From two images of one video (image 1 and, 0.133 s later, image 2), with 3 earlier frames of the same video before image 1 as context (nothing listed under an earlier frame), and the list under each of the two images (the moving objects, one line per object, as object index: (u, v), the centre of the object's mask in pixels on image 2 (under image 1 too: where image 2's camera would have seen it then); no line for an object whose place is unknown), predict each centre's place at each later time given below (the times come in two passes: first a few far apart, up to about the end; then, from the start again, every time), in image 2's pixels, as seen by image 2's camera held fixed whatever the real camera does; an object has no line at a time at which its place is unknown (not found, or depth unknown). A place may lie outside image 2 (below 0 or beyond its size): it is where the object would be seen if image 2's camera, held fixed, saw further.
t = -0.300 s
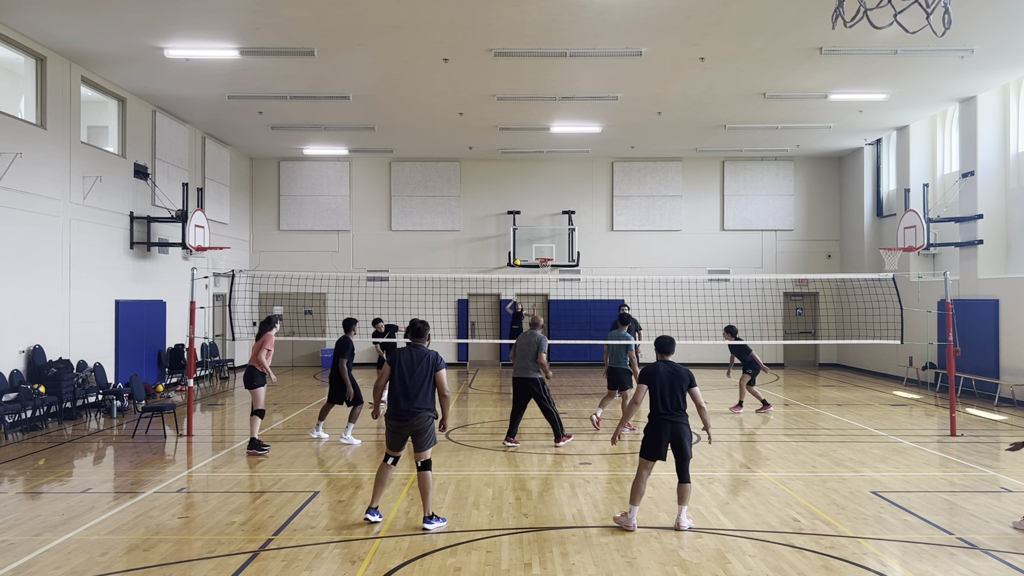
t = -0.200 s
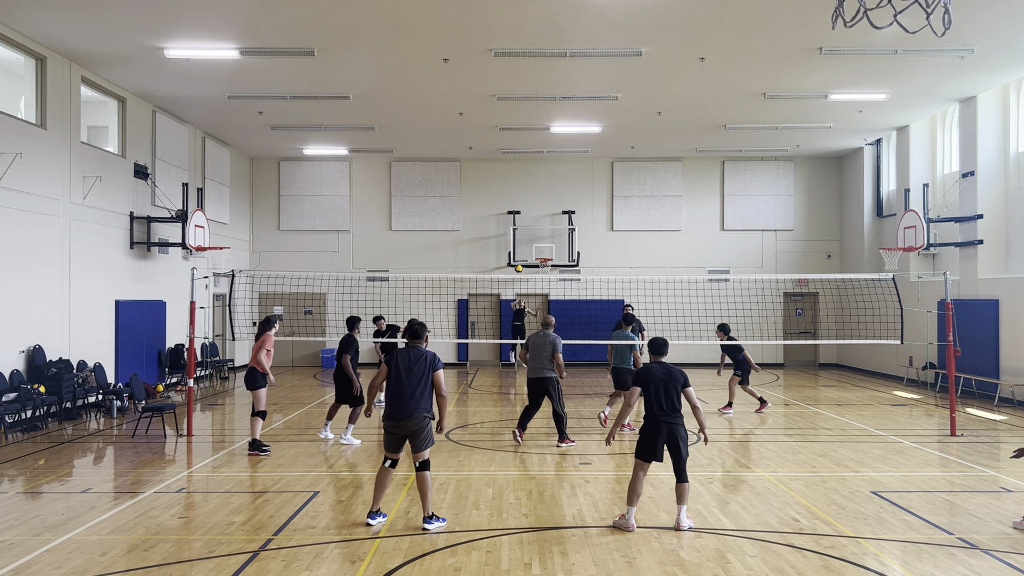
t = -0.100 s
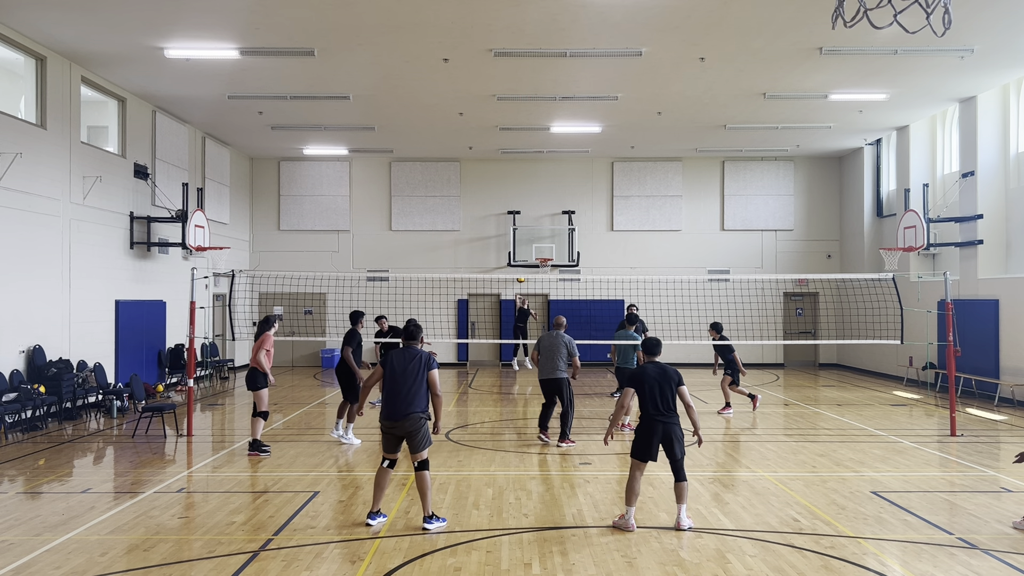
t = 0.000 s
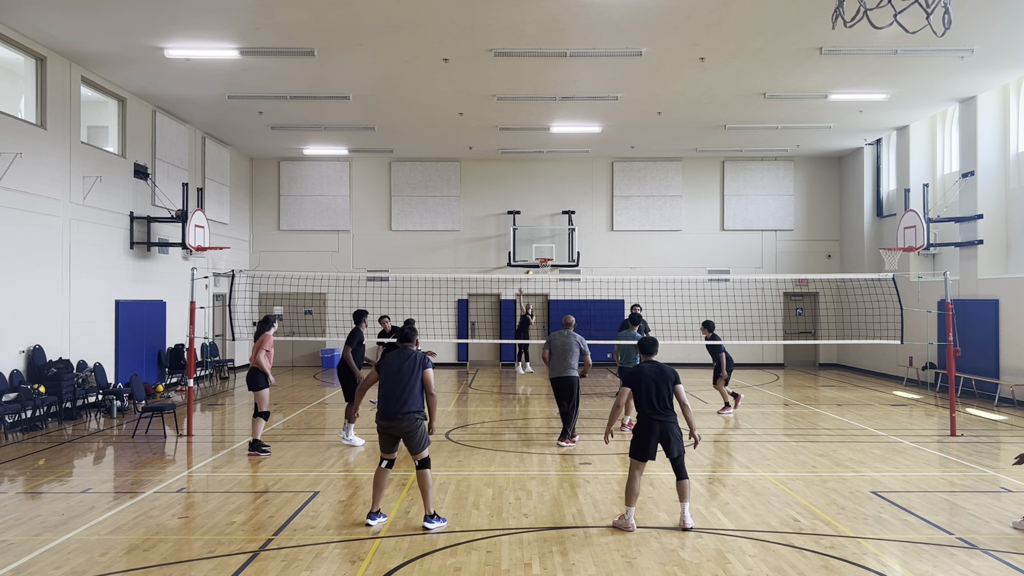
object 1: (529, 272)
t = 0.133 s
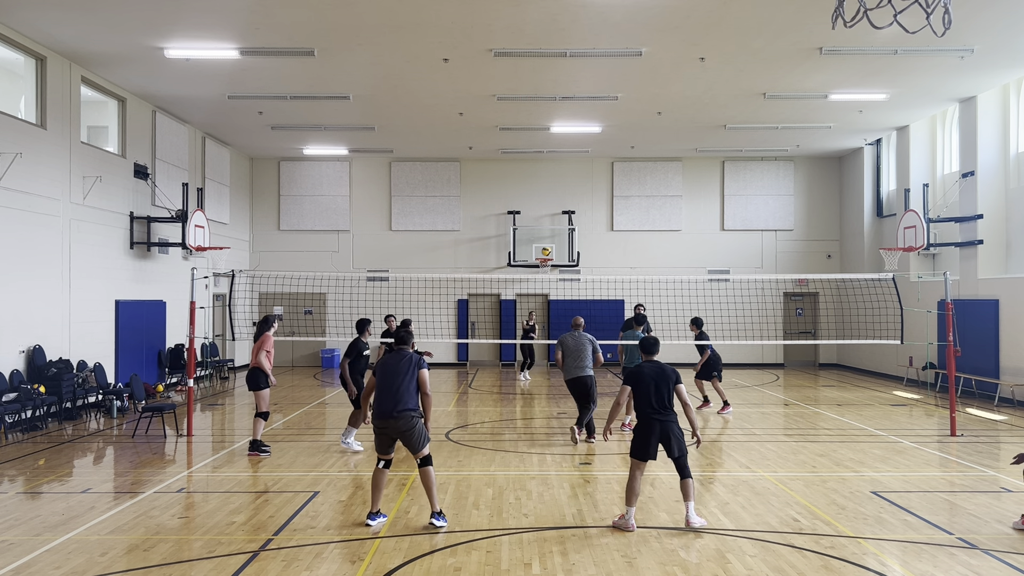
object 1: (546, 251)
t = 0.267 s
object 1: (567, 234)
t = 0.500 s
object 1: (610, 218)
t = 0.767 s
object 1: (676, 233)
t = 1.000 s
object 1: (756, 289)
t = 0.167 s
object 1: (551, 246)
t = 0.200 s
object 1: (556, 242)
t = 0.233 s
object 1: (561, 238)
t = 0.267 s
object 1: (567, 234)
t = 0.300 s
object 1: (572, 230)
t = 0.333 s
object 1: (577, 227)
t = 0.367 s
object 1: (583, 224)
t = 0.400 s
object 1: (589, 222)
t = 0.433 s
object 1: (596, 220)
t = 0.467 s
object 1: (603, 219)
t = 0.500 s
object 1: (610, 218)
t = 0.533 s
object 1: (617, 218)
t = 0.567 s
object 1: (625, 219)
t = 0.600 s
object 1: (632, 219)
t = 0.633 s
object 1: (640, 221)
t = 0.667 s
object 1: (649, 223)
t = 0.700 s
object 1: (657, 226)
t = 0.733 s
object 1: (666, 229)
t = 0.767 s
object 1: (676, 233)
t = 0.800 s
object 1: (686, 238)
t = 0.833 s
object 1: (696, 244)
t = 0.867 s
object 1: (707, 251)
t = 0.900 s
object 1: (719, 259)
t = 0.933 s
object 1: (731, 268)
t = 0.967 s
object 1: (743, 278)
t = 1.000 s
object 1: (756, 289)
